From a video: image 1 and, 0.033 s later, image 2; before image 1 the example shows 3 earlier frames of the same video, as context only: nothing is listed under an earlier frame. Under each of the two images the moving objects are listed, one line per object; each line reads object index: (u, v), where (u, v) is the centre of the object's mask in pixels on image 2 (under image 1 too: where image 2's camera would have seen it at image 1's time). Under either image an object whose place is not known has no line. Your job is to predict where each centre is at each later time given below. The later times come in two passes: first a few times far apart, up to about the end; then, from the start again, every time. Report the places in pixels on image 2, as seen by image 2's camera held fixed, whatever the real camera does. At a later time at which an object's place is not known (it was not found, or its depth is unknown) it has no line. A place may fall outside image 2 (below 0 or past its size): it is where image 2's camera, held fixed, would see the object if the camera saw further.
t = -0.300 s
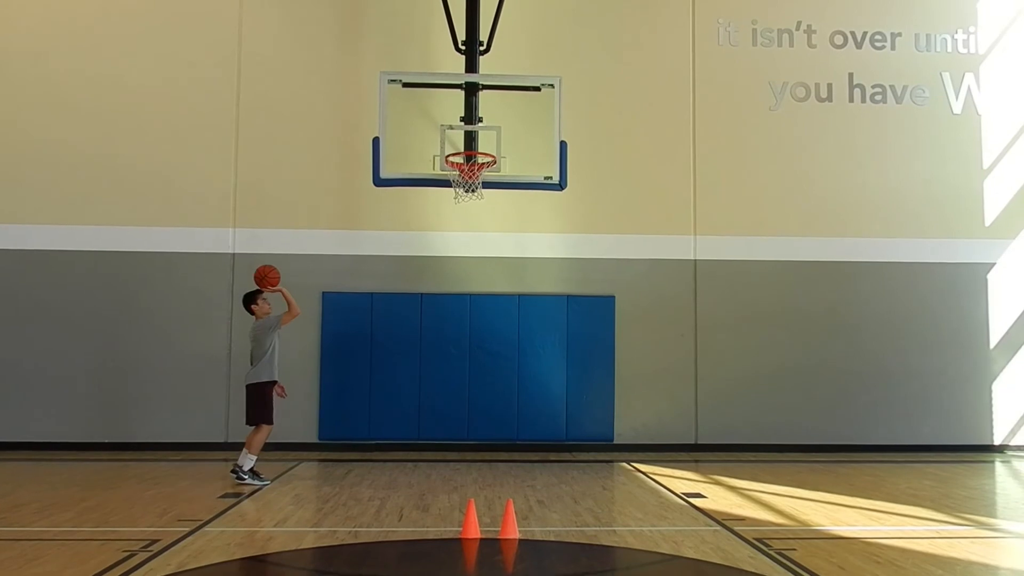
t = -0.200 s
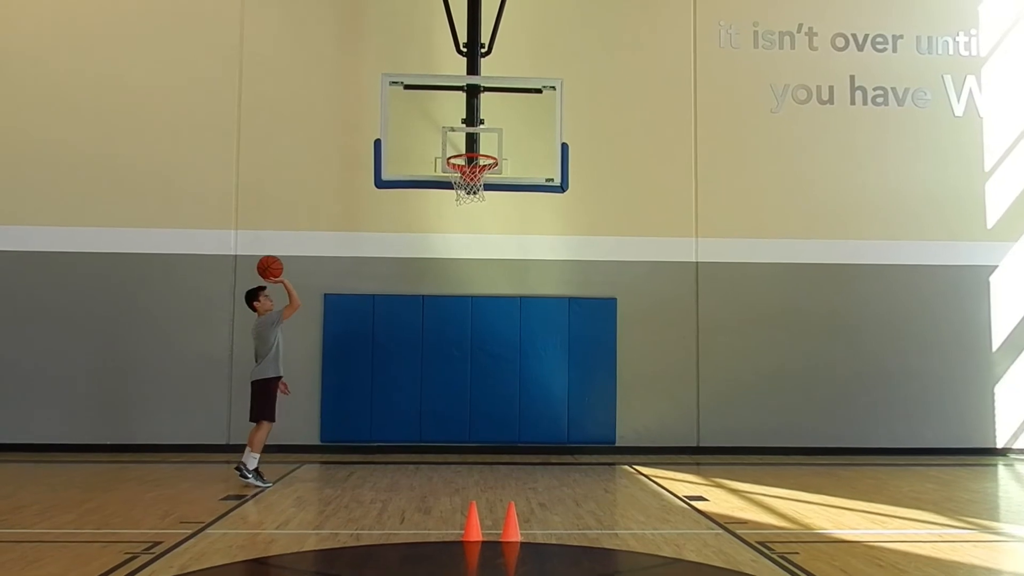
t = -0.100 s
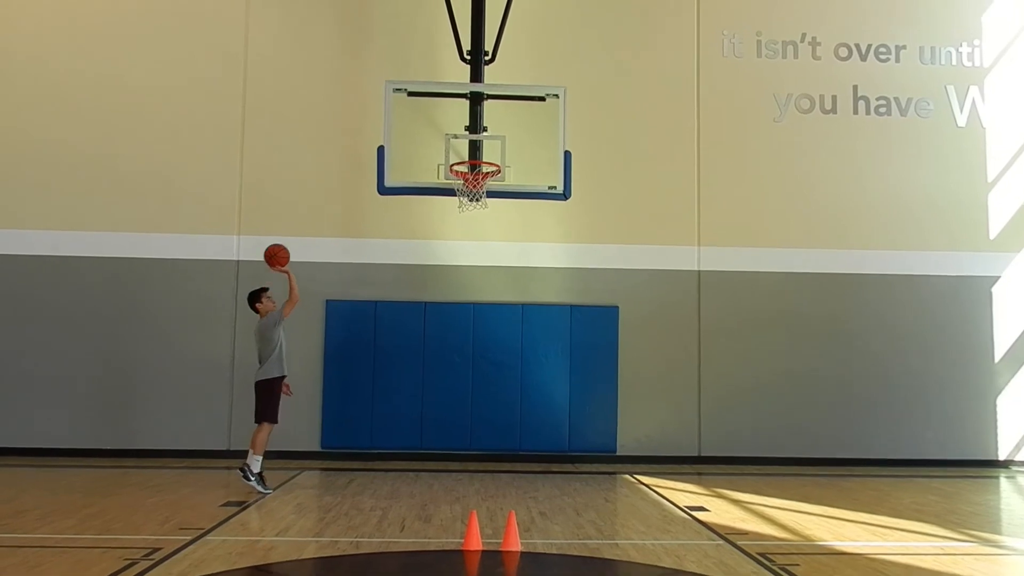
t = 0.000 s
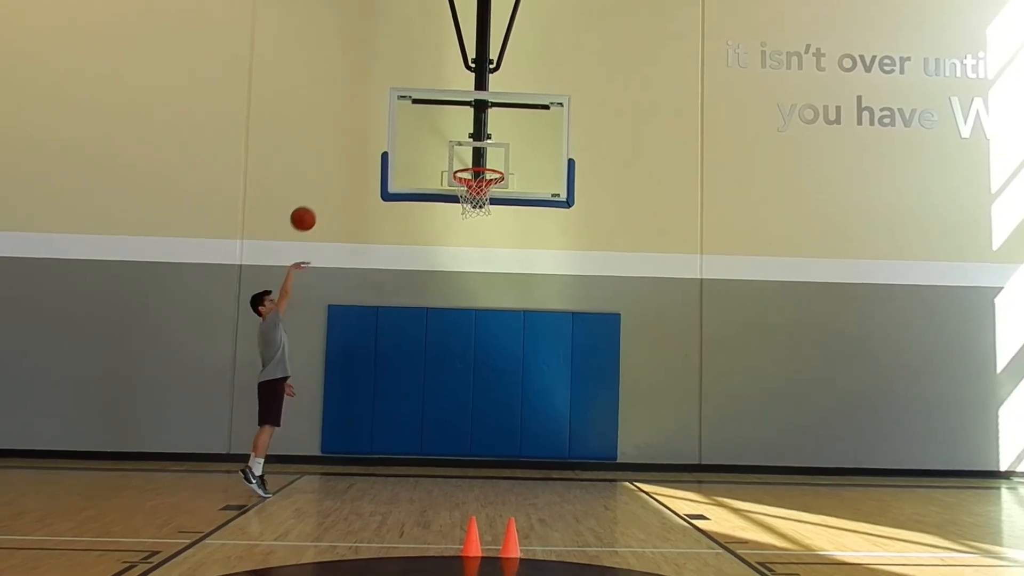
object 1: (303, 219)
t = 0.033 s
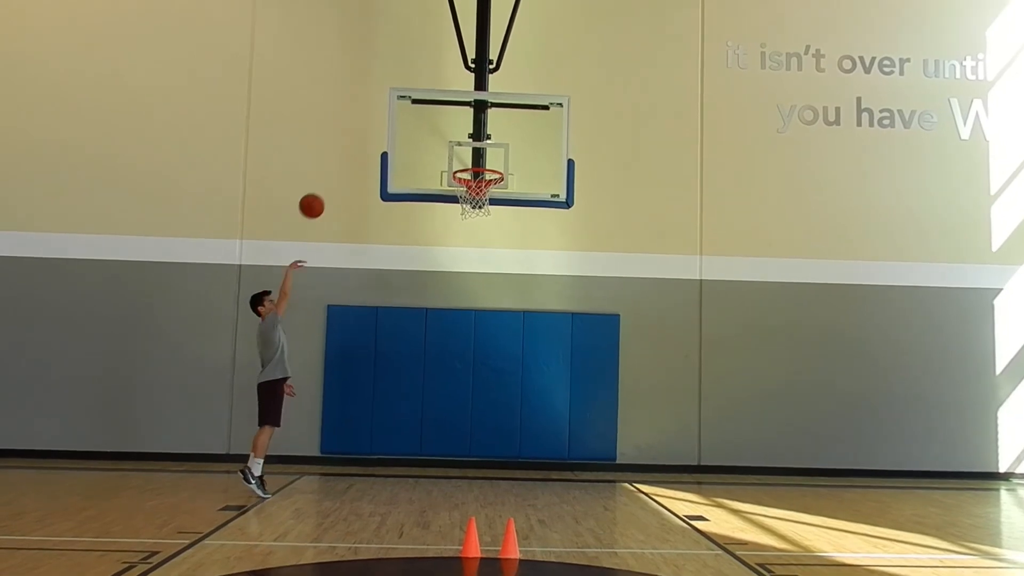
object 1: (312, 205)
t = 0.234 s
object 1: (365, 151)
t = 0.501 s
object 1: (433, 139)
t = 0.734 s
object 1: (489, 184)
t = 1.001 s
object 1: (506, 240)
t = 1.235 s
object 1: (514, 341)
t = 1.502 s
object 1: (518, 465)
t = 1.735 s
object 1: (499, 375)
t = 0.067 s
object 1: (321, 194)
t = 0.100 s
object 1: (330, 182)
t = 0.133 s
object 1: (339, 173)
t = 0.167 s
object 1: (348, 165)
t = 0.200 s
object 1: (357, 157)
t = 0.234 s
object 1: (365, 151)
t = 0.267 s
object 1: (374, 145)
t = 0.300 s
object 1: (382, 141)
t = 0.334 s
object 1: (391, 138)
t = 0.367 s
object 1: (400, 136)
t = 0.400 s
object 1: (408, 135)
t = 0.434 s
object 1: (416, 135)
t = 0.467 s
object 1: (425, 137)
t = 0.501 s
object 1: (433, 139)
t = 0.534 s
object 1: (441, 143)
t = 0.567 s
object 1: (449, 148)
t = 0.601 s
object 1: (457, 154)
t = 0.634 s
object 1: (465, 161)
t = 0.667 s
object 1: (472, 166)
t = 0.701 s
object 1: (481, 174)
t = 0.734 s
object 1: (489, 184)
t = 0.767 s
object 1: (495, 194)
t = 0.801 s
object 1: (498, 200)
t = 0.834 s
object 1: (499, 206)
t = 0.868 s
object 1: (501, 209)
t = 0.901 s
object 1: (502, 215)
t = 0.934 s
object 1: (503, 222)
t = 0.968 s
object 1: (504, 231)
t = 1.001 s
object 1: (506, 240)
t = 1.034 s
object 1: (507, 251)
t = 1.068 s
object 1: (508, 263)
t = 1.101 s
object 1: (509, 277)
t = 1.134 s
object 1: (510, 291)
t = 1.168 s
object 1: (512, 306)
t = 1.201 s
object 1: (513, 323)
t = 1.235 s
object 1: (514, 341)
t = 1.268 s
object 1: (515, 360)
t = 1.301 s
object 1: (516, 380)
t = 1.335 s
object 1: (517, 402)
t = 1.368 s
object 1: (519, 425)
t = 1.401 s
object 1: (520, 449)
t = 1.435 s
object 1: (521, 475)
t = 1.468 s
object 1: (520, 483)
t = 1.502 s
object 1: (518, 465)
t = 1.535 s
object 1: (515, 449)
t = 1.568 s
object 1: (513, 434)
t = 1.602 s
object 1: (510, 419)
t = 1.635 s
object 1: (507, 407)
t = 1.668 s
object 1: (505, 395)
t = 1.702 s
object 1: (502, 384)
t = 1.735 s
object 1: (499, 375)
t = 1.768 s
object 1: (496, 366)
